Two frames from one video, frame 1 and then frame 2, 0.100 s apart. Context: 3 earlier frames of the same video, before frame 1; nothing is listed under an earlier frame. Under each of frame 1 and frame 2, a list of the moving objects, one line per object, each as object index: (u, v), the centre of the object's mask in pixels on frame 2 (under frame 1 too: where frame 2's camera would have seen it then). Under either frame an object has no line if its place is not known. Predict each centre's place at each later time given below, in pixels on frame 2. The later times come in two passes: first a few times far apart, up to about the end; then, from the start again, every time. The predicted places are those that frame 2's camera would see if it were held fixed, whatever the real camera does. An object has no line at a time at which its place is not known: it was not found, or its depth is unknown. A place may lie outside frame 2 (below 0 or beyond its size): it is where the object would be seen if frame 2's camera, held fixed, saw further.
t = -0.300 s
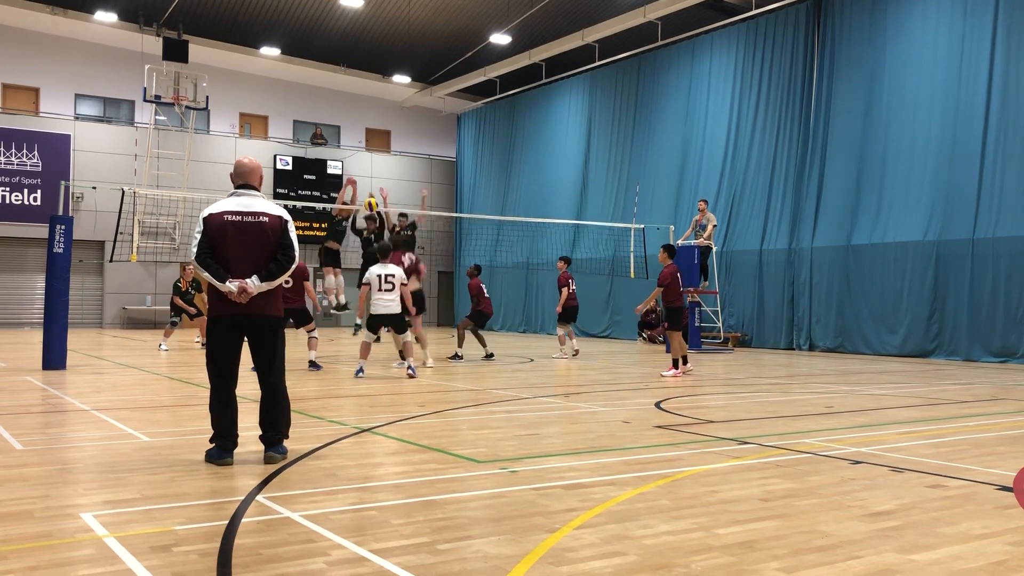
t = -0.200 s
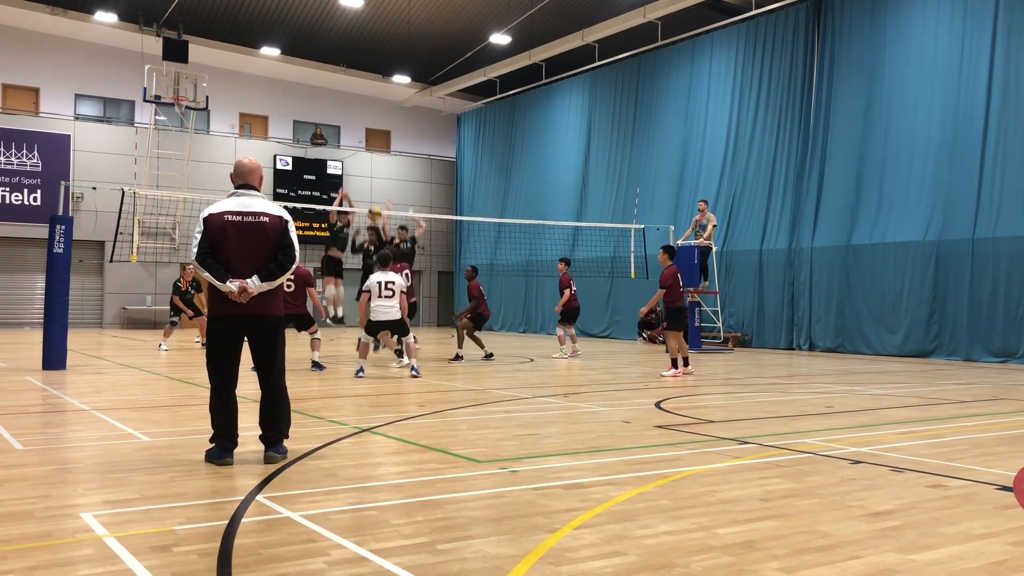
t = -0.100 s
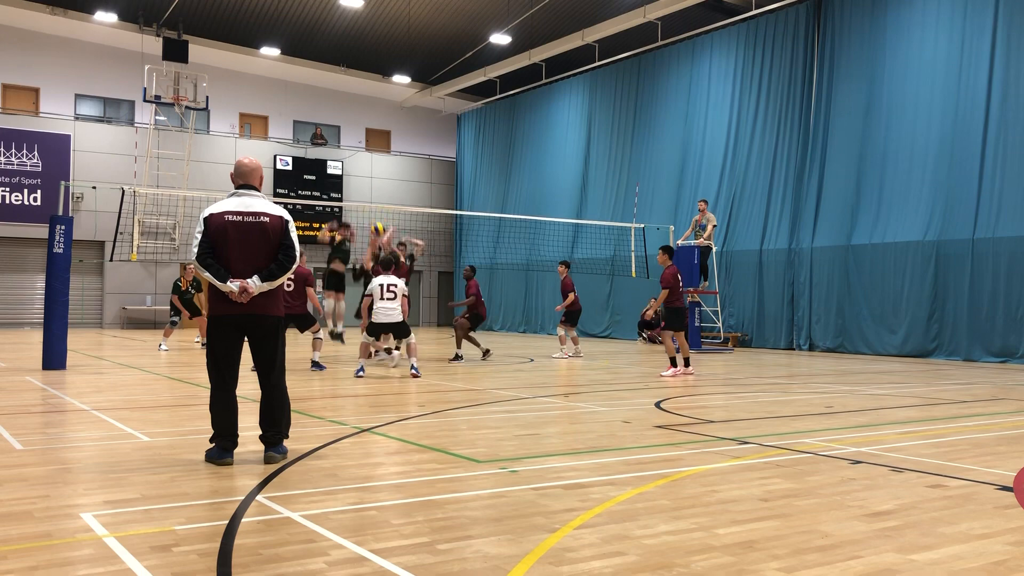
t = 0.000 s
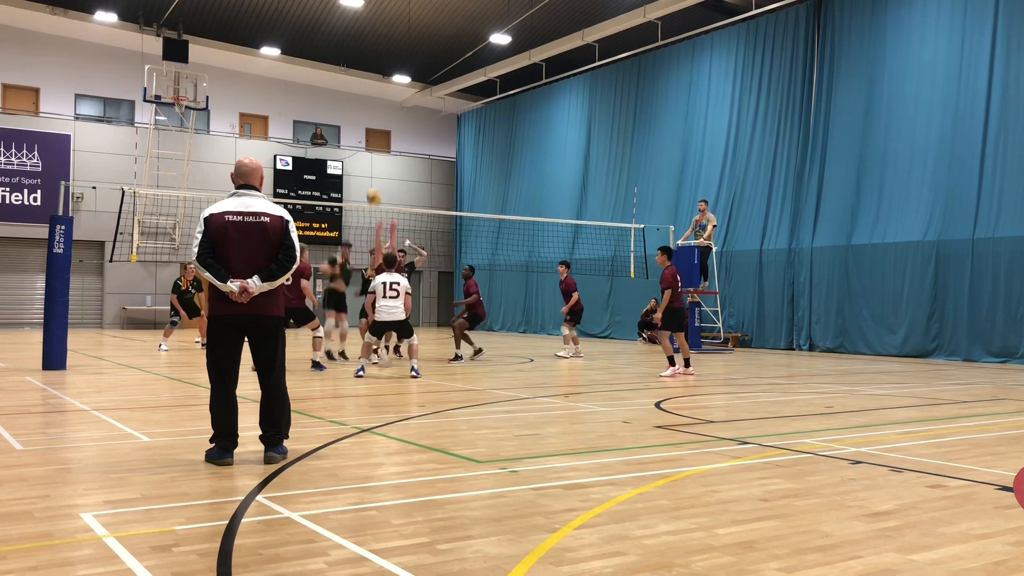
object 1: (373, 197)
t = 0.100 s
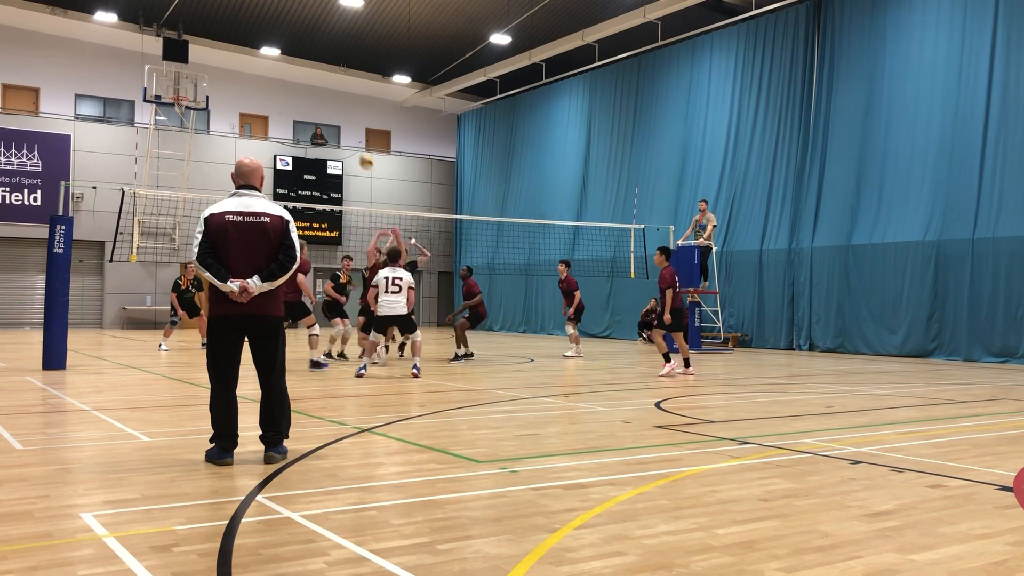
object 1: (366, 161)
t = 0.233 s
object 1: (356, 125)
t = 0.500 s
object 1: (336, 91)
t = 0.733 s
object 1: (320, 99)
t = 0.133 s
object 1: (364, 151)
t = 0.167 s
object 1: (361, 141)
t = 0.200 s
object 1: (358, 133)
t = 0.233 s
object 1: (356, 125)
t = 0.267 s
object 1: (354, 119)
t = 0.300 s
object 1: (351, 112)
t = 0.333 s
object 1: (348, 107)
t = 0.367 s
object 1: (346, 102)
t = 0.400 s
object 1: (343, 99)
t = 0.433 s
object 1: (341, 96)
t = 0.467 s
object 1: (338, 93)
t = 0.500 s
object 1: (336, 91)
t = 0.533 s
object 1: (334, 90)
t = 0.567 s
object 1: (331, 90)
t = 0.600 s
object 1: (329, 91)
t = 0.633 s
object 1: (327, 92)
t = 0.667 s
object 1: (324, 93)
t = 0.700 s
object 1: (322, 96)
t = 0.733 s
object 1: (320, 99)
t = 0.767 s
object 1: (318, 103)
